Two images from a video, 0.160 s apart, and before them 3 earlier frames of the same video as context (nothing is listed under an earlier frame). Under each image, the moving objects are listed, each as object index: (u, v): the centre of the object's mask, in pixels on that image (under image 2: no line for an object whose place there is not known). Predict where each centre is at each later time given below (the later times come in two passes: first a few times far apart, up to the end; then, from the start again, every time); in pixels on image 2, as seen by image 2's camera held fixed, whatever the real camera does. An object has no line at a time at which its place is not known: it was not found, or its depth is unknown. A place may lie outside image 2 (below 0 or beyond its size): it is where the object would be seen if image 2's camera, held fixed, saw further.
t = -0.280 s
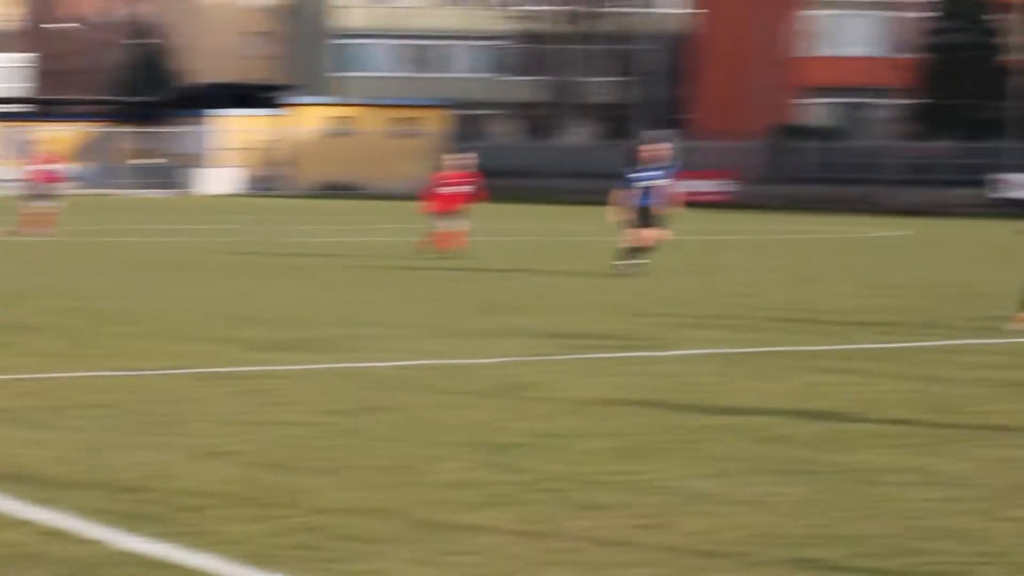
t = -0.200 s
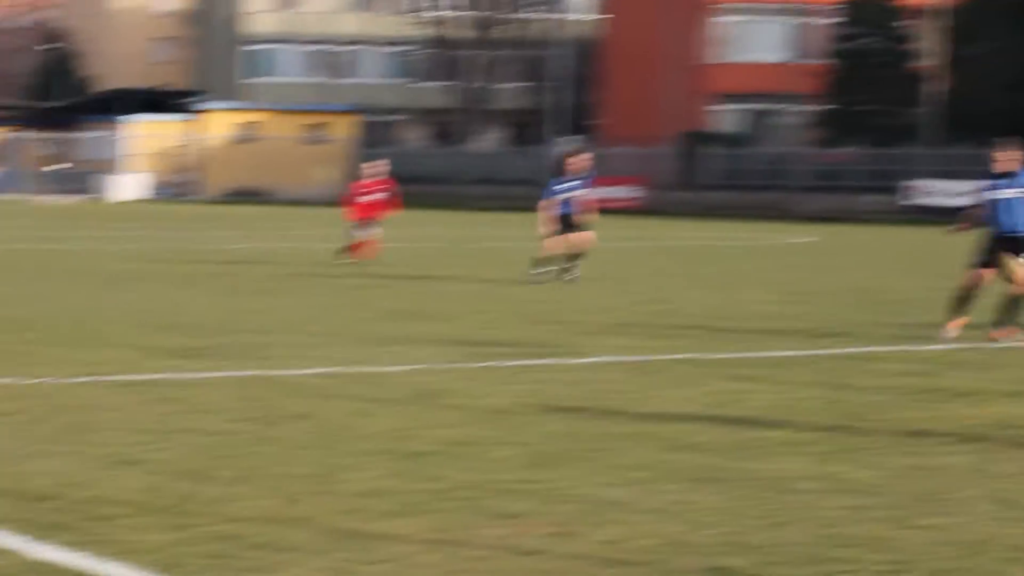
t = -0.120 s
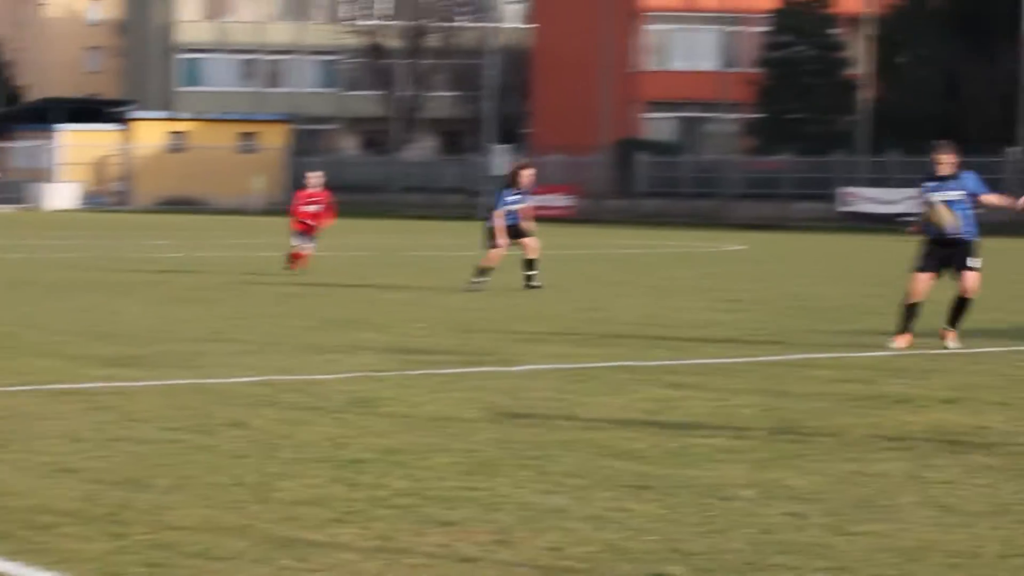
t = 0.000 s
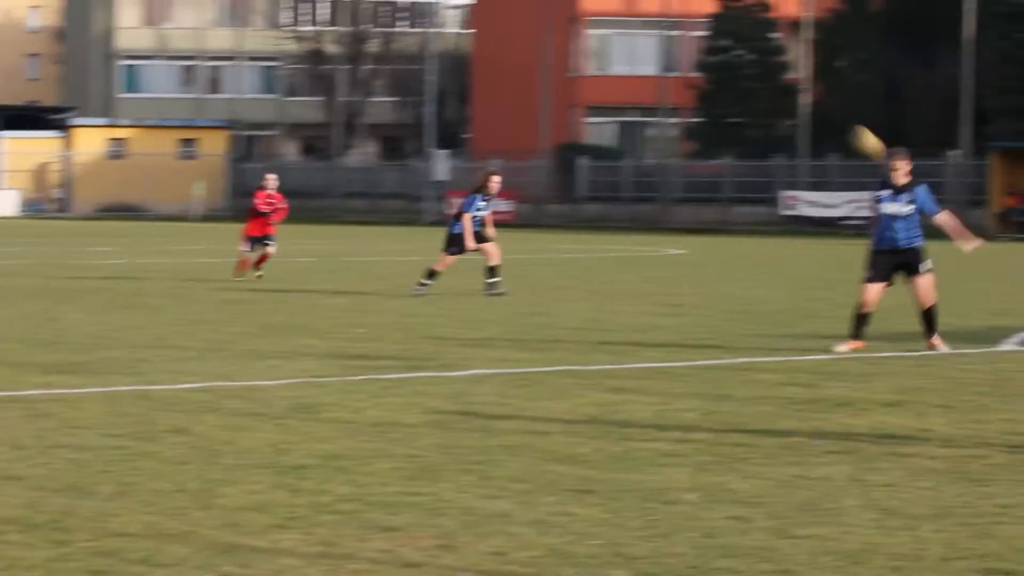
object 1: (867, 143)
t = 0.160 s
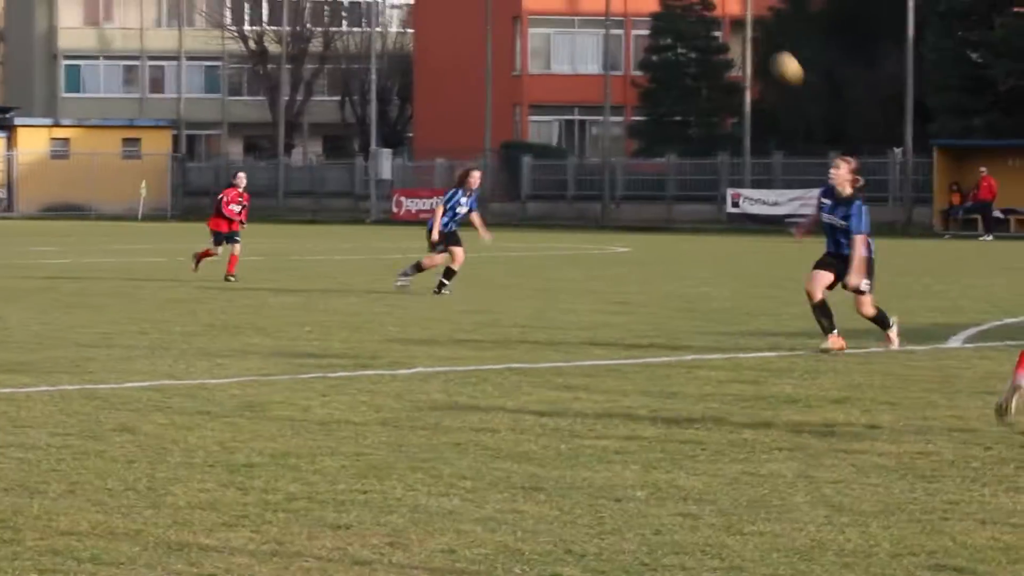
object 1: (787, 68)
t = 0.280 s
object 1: (767, 34)
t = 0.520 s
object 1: (733, 21)
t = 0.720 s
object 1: (702, 78)
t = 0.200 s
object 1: (779, 54)
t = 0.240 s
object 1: (773, 44)
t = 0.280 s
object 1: (767, 34)
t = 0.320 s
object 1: (764, 28)
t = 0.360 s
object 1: (756, 24)
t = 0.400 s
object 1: (750, 21)
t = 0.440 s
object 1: (744, 19)
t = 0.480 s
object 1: (739, 15)
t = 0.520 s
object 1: (733, 21)
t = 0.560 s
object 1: (729, 28)
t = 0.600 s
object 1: (724, 35)
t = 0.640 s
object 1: (717, 46)
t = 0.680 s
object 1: (709, 62)
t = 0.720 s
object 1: (702, 78)
